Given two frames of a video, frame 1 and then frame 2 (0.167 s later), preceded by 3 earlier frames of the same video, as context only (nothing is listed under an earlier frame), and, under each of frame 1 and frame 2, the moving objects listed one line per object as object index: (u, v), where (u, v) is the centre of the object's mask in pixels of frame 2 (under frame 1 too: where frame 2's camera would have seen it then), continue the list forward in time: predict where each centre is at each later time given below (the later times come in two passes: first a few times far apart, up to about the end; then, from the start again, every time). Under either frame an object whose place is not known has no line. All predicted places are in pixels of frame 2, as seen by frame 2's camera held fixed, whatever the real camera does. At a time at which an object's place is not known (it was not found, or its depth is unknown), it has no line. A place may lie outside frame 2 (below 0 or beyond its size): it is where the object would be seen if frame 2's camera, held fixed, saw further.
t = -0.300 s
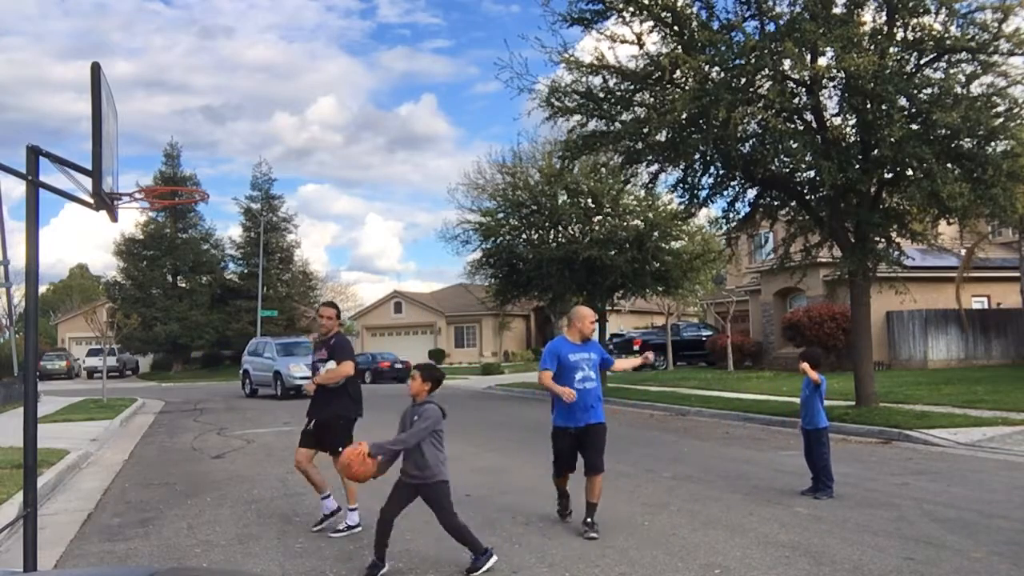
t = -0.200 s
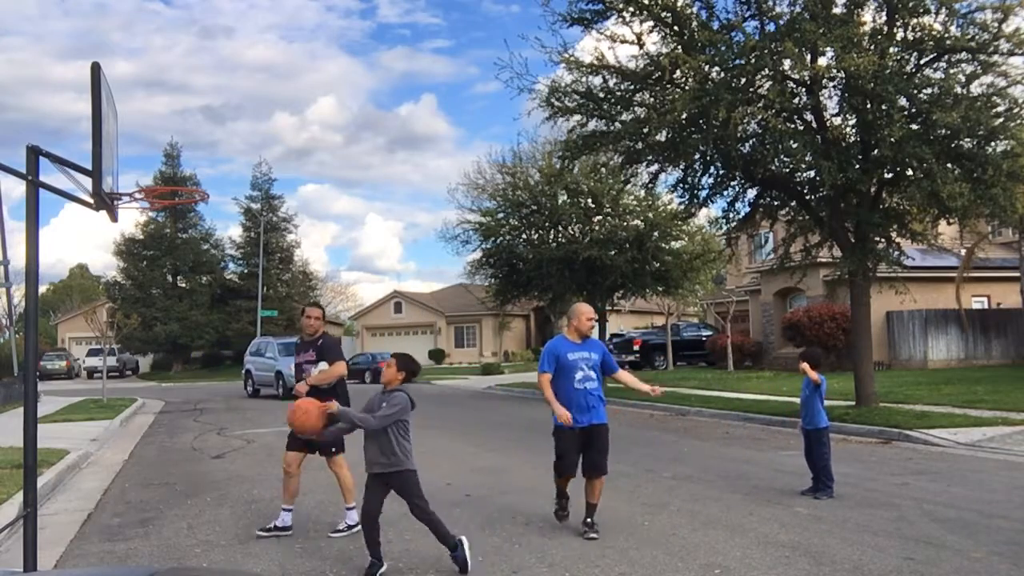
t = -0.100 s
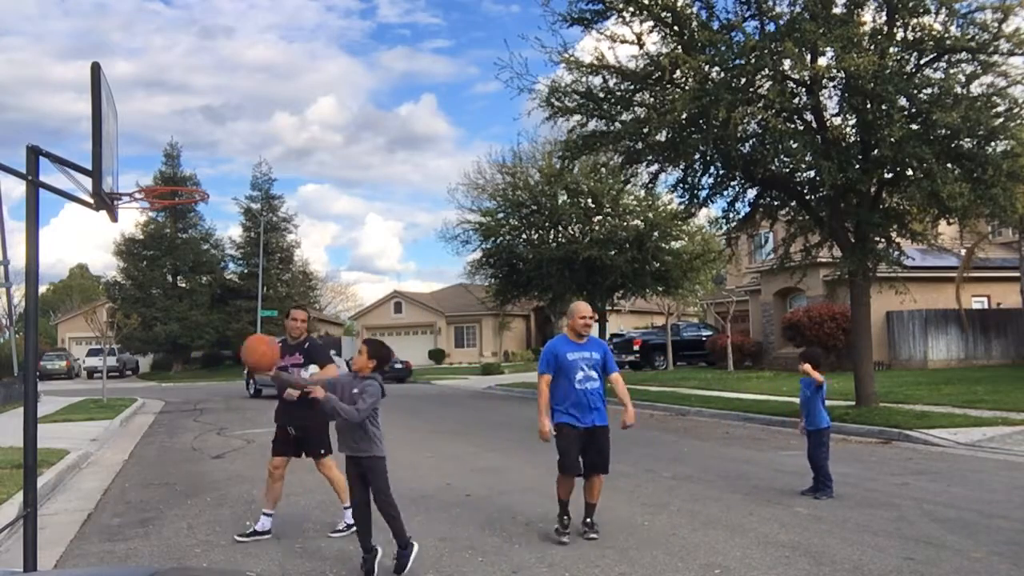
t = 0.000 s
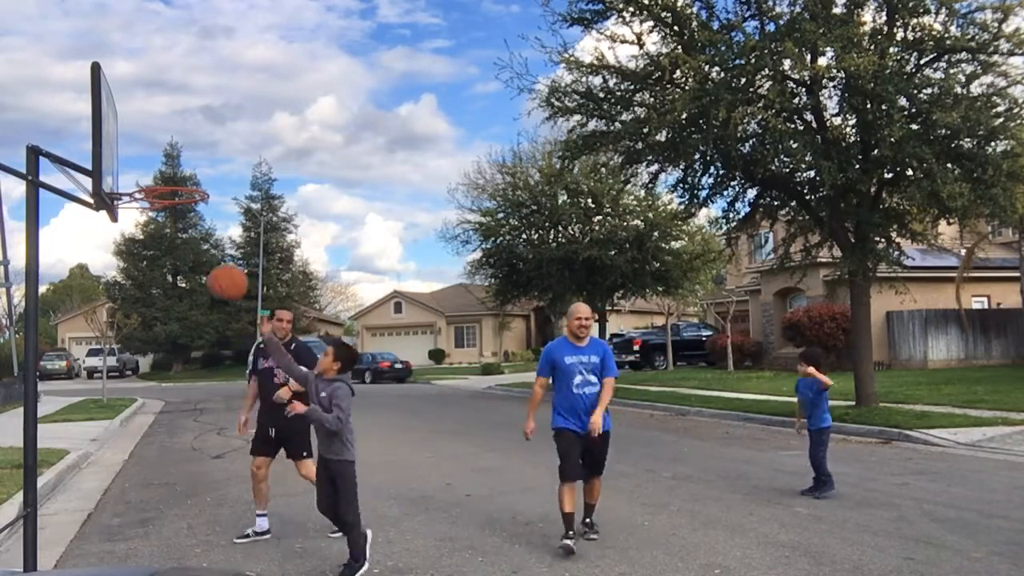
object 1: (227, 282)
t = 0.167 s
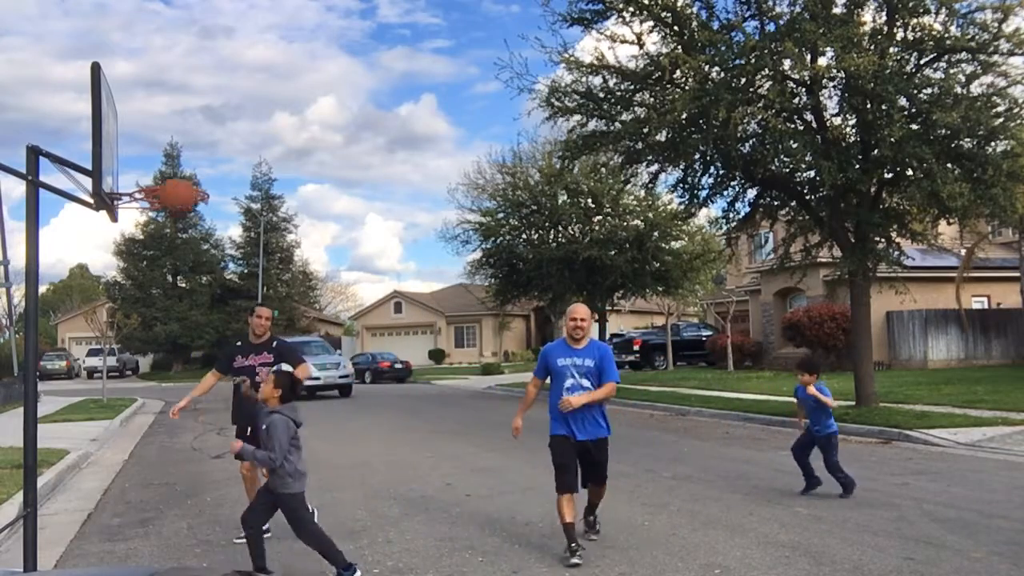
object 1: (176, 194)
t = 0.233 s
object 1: (157, 175)
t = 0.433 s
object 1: (132, 148)
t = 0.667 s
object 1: (158, 187)
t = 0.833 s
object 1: (175, 267)
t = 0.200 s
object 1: (167, 186)
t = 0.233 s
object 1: (157, 175)
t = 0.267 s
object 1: (148, 168)
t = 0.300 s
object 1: (138, 161)
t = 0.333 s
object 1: (128, 157)
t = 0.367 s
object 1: (124, 153)
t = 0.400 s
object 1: (128, 150)
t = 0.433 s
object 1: (132, 148)
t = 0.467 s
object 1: (135, 149)
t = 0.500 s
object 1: (139, 151)
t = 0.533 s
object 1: (142, 154)
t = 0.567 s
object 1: (146, 160)
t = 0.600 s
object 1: (150, 167)
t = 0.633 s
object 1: (154, 176)
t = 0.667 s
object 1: (158, 187)
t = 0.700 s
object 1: (160, 199)
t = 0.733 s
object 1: (165, 213)
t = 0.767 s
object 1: (169, 228)
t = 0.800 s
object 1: (172, 247)
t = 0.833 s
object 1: (175, 267)
